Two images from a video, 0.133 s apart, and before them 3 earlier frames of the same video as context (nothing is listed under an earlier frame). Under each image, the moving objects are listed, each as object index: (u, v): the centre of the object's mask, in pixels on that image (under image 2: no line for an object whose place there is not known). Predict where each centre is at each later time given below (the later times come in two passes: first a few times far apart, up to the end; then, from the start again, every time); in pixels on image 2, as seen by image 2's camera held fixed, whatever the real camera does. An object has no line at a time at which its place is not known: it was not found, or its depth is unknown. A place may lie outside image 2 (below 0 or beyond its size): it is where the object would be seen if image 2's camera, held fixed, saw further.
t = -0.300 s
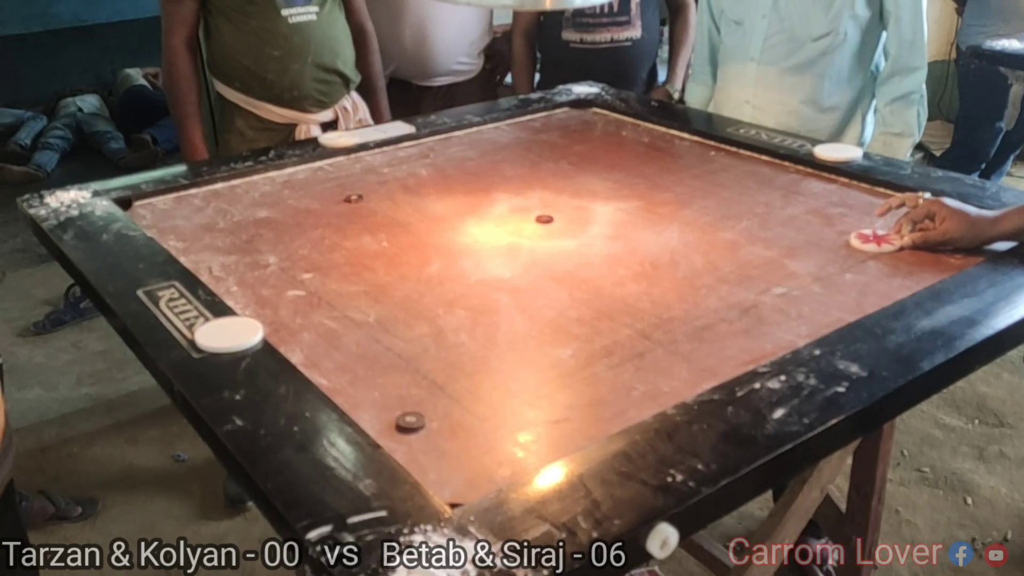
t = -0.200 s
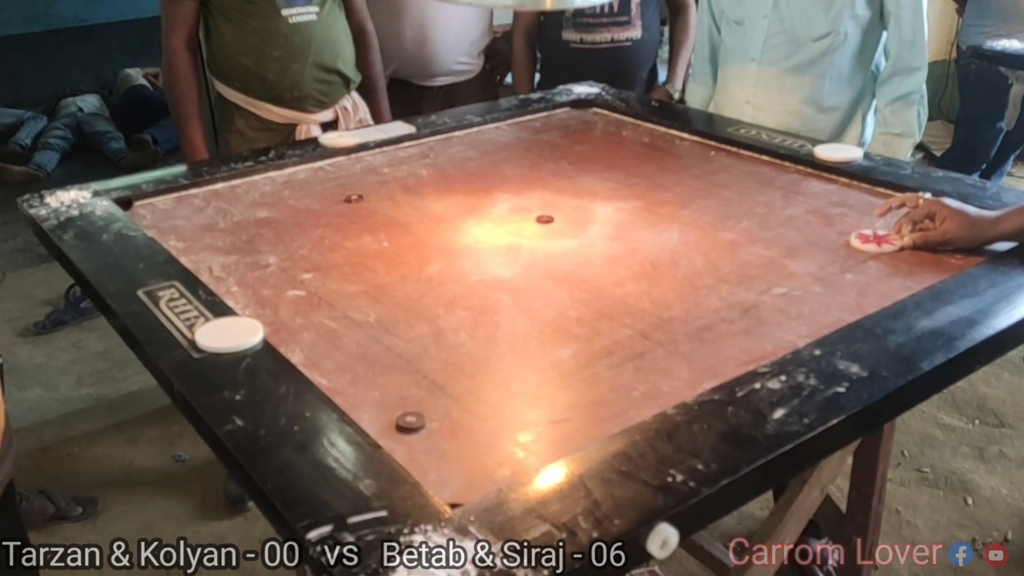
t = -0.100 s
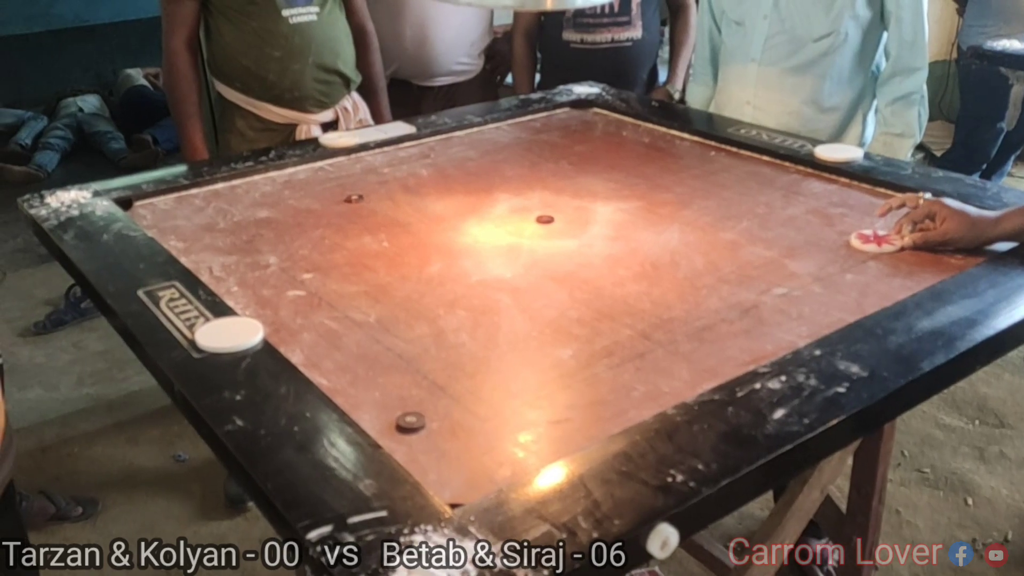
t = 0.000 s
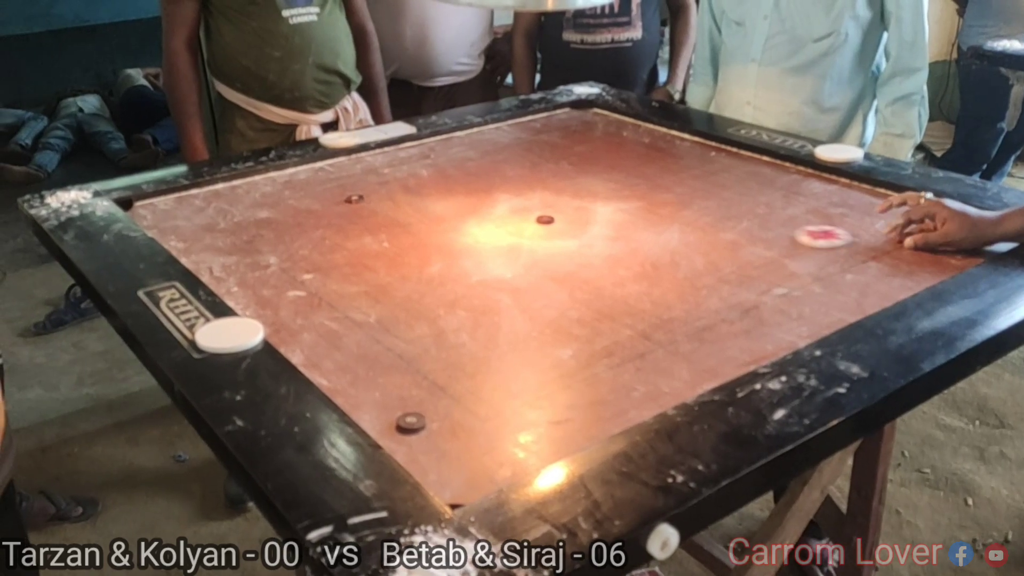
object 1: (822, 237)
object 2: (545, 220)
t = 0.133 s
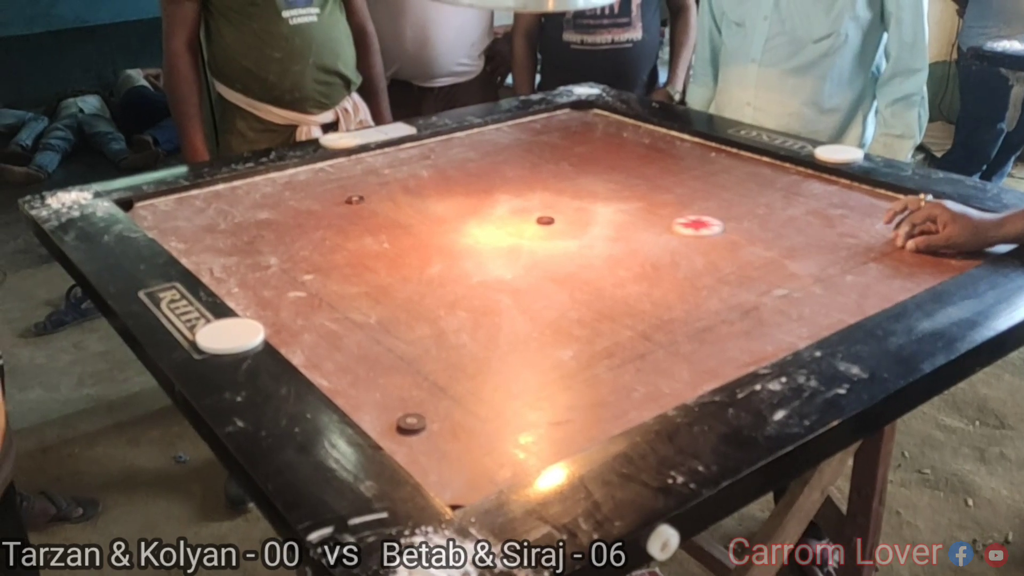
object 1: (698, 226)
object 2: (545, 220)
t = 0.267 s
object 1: (597, 217)
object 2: (545, 220)
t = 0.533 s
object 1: (486, 203)
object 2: (383, 240)
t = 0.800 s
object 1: (436, 196)
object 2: (250, 256)
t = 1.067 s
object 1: (430, 195)
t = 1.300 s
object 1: (430, 195)
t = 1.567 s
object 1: (430, 195)
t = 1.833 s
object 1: (430, 195)
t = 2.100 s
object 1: (430, 195)
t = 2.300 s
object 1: (430, 195)
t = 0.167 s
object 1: (671, 223)
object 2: (545, 220)
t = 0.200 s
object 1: (645, 221)
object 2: (545, 220)
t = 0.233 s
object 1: (620, 219)
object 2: (545, 220)
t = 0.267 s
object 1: (597, 217)
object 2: (545, 220)
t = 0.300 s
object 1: (576, 215)
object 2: (544, 220)
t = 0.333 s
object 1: (560, 213)
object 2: (521, 223)
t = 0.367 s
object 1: (545, 211)
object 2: (495, 226)
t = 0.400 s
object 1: (531, 209)
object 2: (471, 229)
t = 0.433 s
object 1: (517, 208)
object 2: (447, 232)
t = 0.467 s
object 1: (506, 206)
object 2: (425, 235)
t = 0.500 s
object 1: (495, 204)
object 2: (403, 237)
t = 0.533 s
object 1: (486, 203)
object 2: (383, 240)
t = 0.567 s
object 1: (477, 202)
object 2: (363, 242)
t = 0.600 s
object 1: (469, 201)
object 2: (343, 245)
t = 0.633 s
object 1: (461, 199)
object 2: (325, 247)
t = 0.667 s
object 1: (454, 199)
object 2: (308, 249)
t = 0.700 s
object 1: (449, 198)
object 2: (292, 251)
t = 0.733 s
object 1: (444, 197)
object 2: (277, 252)
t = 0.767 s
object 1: (440, 196)
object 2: (263, 255)
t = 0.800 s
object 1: (436, 196)
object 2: (250, 256)
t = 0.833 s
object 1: (434, 196)
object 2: (239, 257)
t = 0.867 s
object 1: (432, 195)
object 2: (228, 258)
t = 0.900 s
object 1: (431, 195)
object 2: (218, 260)
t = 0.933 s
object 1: (430, 195)
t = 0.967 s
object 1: (430, 195)
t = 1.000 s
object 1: (430, 195)
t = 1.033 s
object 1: (430, 195)
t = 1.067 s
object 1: (430, 195)
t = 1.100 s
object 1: (430, 195)
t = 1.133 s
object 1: (430, 195)
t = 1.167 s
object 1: (430, 195)
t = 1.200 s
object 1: (430, 195)
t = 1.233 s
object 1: (430, 195)
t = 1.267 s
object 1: (430, 195)
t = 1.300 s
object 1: (430, 195)
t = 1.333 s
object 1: (430, 195)
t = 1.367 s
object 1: (430, 195)
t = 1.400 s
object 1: (430, 195)
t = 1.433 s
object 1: (430, 195)
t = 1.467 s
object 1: (430, 195)
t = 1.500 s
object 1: (430, 195)
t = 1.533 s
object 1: (430, 195)
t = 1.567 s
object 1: (430, 195)
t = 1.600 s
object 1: (430, 195)
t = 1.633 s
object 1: (430, 195)
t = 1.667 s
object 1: (430, 195)
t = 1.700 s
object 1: (430, 195)
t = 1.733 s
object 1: (430, 195)
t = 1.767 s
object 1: (430, 195)
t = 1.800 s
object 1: (430, 195)
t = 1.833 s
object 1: (430, 195)
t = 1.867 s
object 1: (430, 195)
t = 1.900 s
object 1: (430, 195)
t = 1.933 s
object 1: (430, 195)
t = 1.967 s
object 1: (430, 195)
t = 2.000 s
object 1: (430, 195)
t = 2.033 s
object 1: (430, 195)
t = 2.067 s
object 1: (430, 195)
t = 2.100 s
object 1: (430, 195)
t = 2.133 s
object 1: (430, 195)
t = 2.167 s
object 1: (430, 195)
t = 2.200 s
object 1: (430, 195)
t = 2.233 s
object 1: (430, 195)
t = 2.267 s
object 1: (430, 195)
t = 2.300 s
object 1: (430, 195)
